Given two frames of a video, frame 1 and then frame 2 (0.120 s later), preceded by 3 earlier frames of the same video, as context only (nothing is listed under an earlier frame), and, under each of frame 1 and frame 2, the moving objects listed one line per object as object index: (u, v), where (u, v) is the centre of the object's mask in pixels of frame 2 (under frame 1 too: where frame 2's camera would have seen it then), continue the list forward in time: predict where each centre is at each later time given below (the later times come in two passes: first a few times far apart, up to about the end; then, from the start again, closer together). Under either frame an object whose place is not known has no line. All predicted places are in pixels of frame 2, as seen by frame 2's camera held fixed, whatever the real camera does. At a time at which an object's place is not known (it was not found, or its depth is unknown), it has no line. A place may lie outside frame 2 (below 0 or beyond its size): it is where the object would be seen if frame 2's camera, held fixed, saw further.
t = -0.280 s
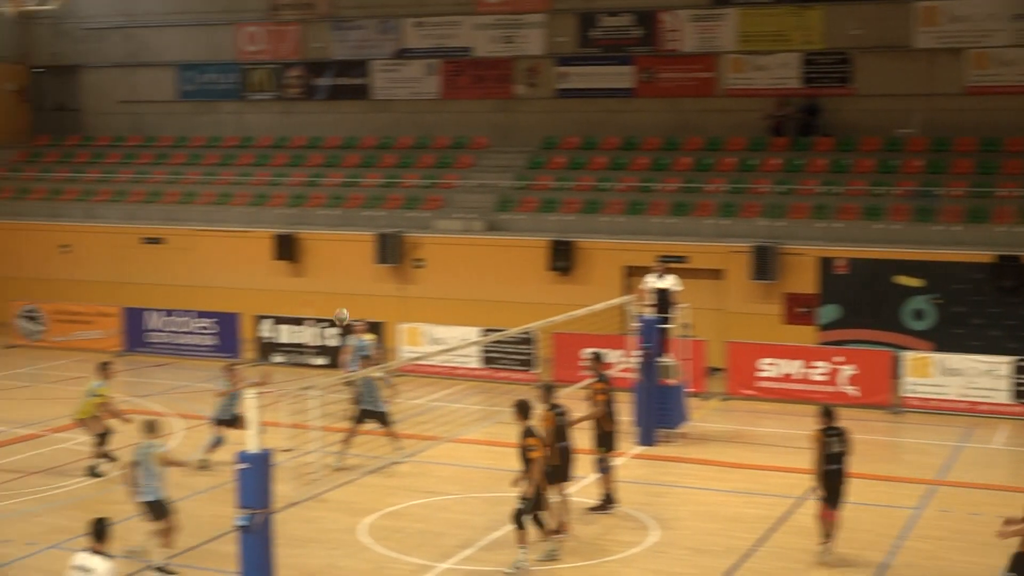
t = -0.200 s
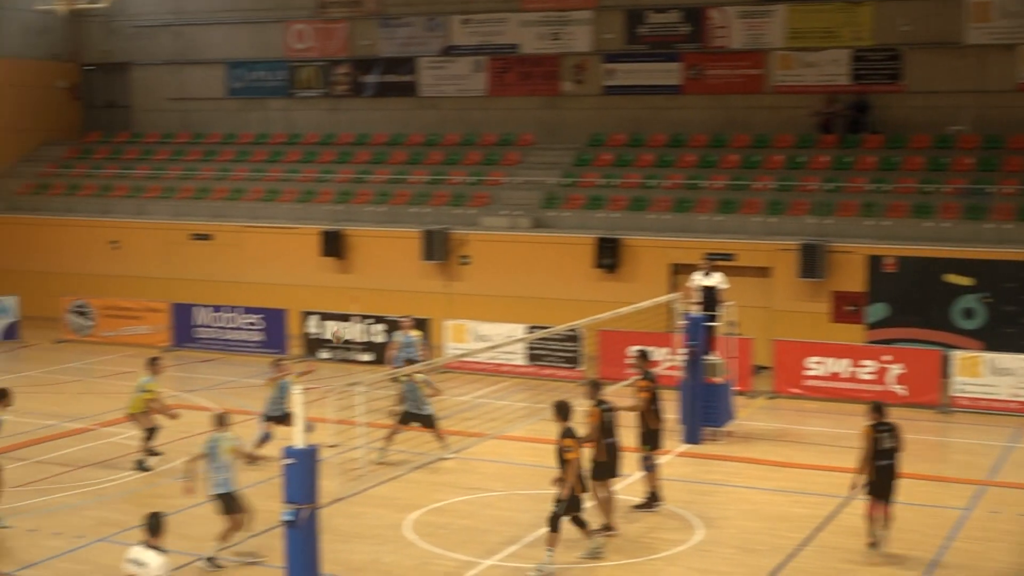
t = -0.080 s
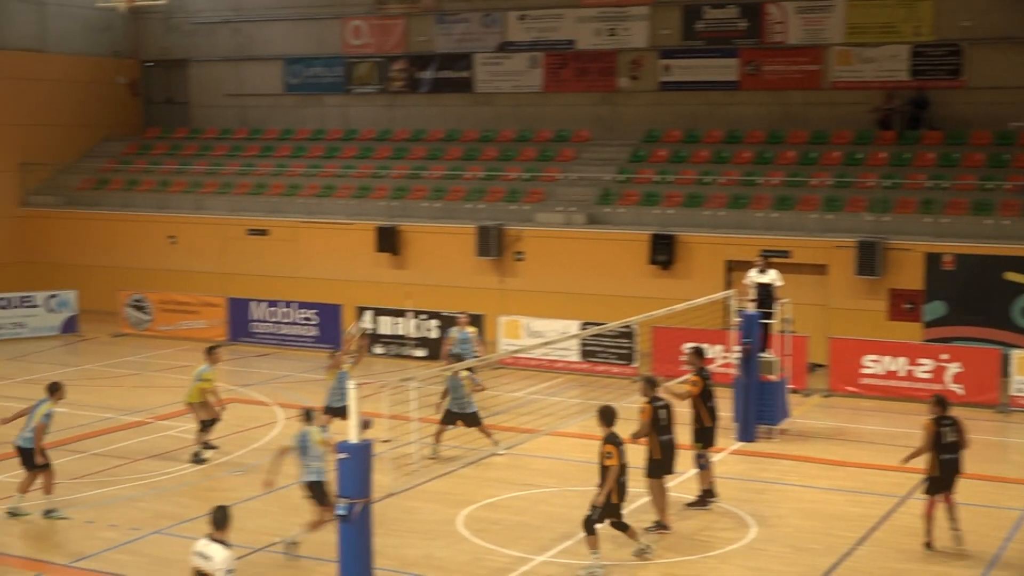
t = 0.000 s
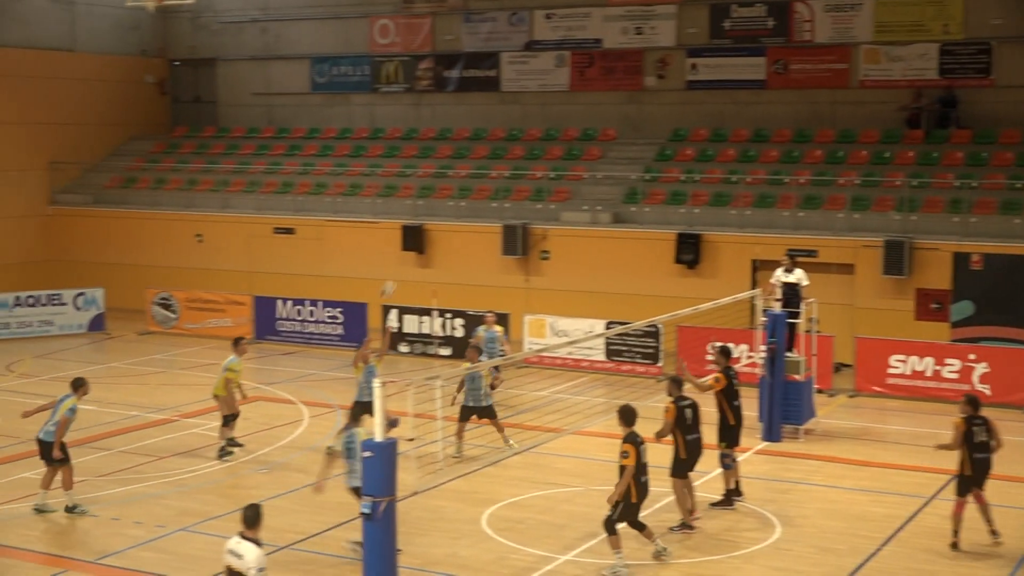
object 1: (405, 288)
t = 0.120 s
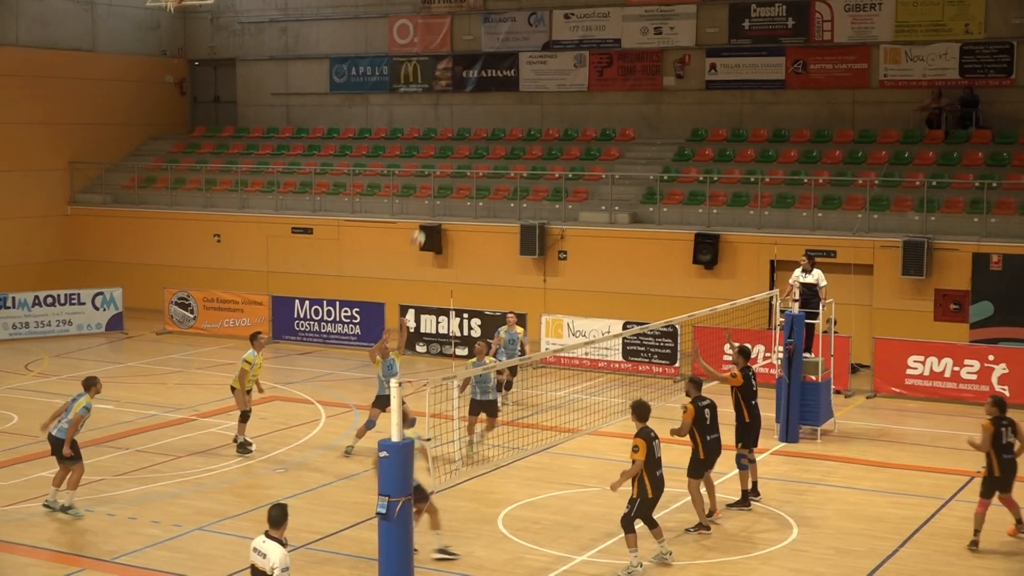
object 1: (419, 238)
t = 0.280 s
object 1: (434, 186)
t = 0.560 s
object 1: (463, 137)
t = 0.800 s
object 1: (489, 140)
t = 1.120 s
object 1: (524, 211)
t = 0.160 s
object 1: (422, 224)
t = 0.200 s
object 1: (426, 209)
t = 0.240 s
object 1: (430, 197)
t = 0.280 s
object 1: (434, 186)
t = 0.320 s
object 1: (438, 177)
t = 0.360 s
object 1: (443, 167)
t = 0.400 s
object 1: (446, 159)
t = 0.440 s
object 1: (451, 151)
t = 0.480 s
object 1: (455, 146)
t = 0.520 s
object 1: (459, 141)
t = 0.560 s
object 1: (463, 137)
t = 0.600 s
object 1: (467, 135)
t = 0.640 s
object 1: (471, 134)
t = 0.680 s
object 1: (476, 134)
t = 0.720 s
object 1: (481, 135)
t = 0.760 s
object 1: (485, 137)
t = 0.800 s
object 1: (489, 140)
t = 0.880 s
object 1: (497, 151)
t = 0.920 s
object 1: (502, 158)
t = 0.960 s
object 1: (506, 166)
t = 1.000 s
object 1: (511, 176)
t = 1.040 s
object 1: (515, 186)
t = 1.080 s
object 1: (520, 199)
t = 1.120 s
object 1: (524, 211)
